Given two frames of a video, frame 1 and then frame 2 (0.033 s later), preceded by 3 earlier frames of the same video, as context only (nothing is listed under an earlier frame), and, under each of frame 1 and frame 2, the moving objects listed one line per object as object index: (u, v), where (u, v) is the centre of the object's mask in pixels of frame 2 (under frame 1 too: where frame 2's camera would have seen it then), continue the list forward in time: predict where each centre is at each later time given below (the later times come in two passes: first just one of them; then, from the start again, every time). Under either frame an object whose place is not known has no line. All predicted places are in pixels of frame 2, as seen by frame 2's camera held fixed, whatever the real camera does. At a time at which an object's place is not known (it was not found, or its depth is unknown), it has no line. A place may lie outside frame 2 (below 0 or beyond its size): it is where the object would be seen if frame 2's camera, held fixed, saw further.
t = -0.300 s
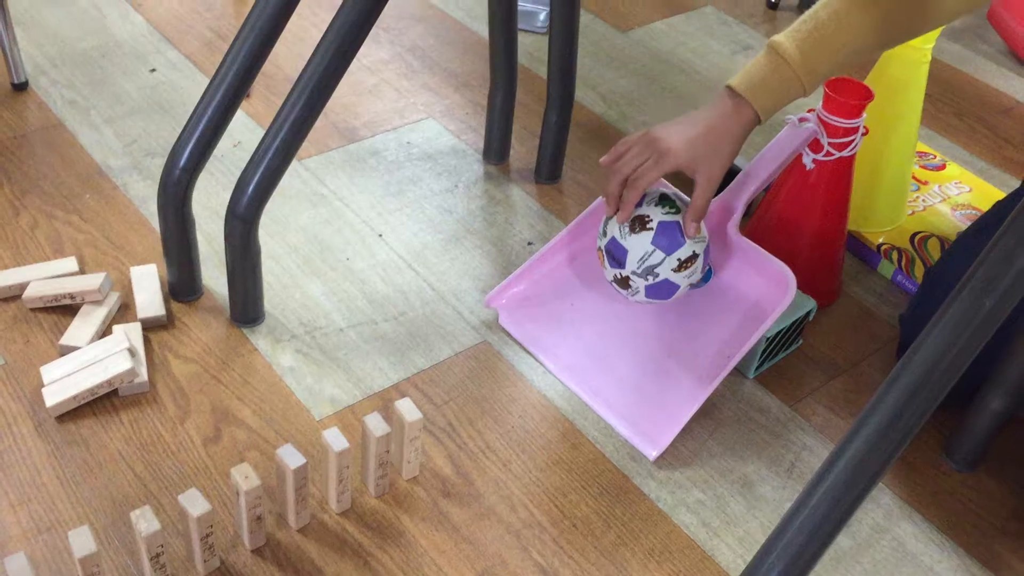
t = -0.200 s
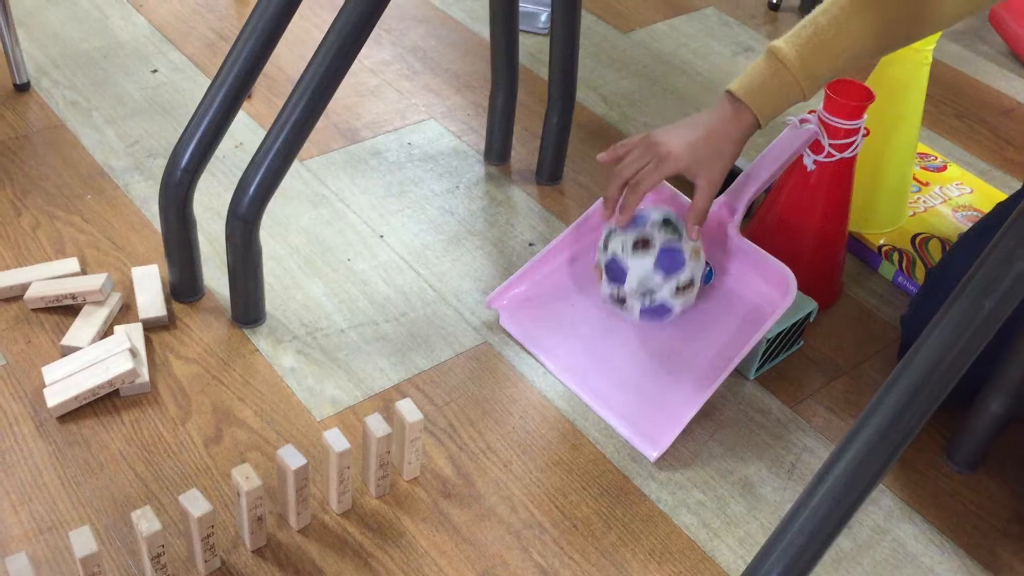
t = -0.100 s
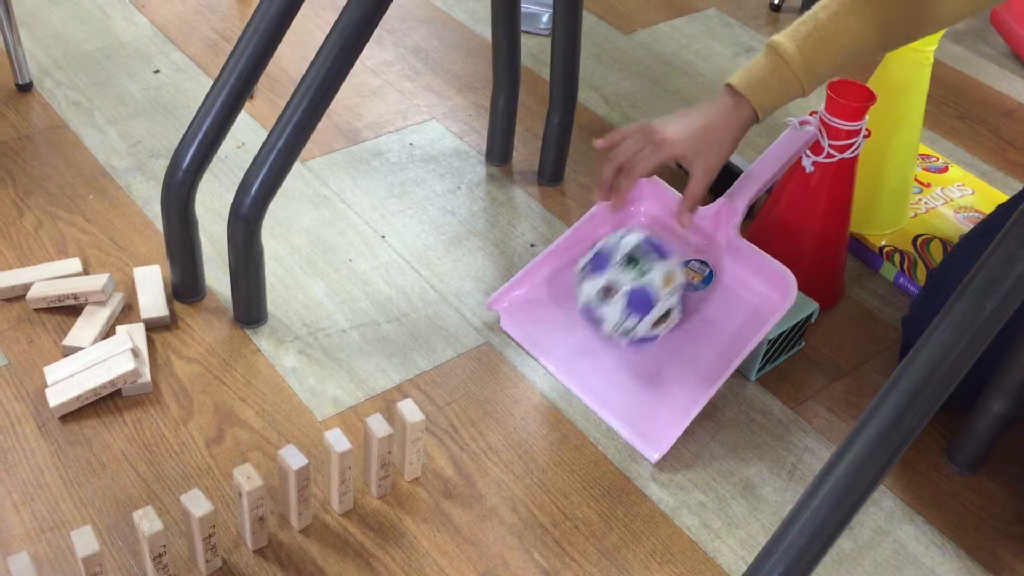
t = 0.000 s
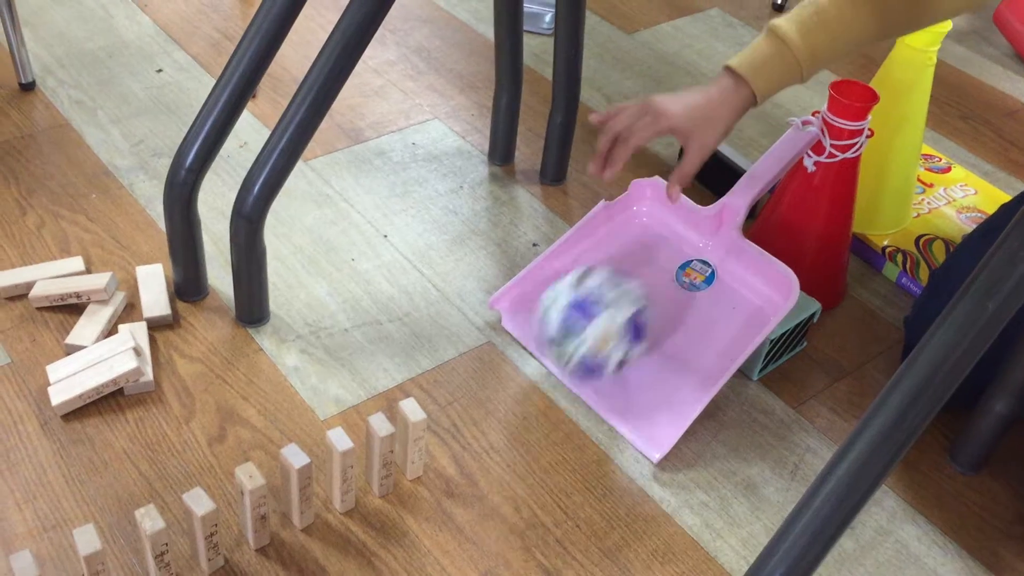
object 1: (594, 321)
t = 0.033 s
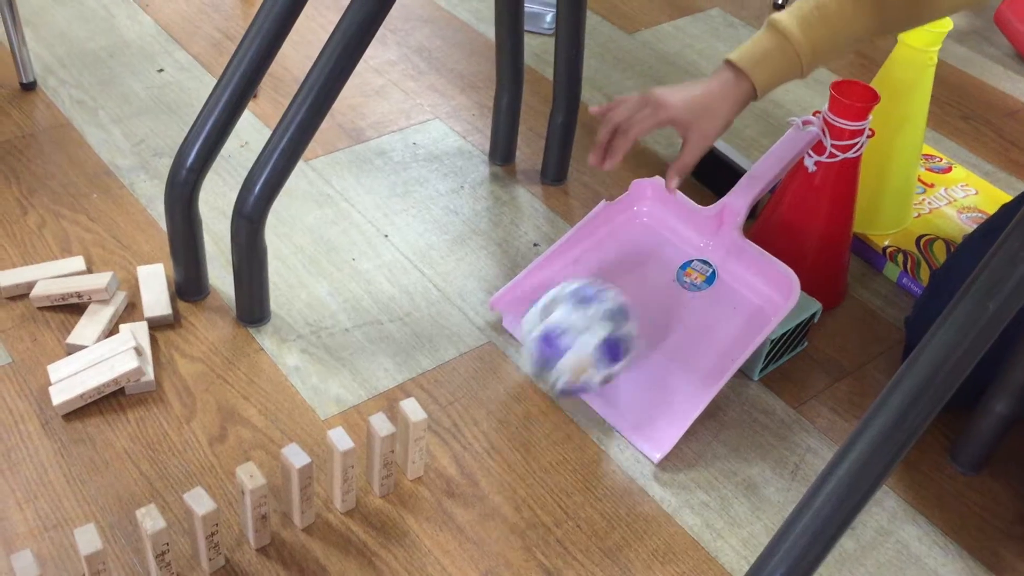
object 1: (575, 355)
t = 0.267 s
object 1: (467, 421)
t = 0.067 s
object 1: (559, 350)
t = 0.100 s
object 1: (540, 363)
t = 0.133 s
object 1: (523, 375)
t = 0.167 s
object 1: (506, 387)
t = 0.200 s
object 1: (491, 399)
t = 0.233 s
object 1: (477, 411)
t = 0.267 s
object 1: (467, 421)
